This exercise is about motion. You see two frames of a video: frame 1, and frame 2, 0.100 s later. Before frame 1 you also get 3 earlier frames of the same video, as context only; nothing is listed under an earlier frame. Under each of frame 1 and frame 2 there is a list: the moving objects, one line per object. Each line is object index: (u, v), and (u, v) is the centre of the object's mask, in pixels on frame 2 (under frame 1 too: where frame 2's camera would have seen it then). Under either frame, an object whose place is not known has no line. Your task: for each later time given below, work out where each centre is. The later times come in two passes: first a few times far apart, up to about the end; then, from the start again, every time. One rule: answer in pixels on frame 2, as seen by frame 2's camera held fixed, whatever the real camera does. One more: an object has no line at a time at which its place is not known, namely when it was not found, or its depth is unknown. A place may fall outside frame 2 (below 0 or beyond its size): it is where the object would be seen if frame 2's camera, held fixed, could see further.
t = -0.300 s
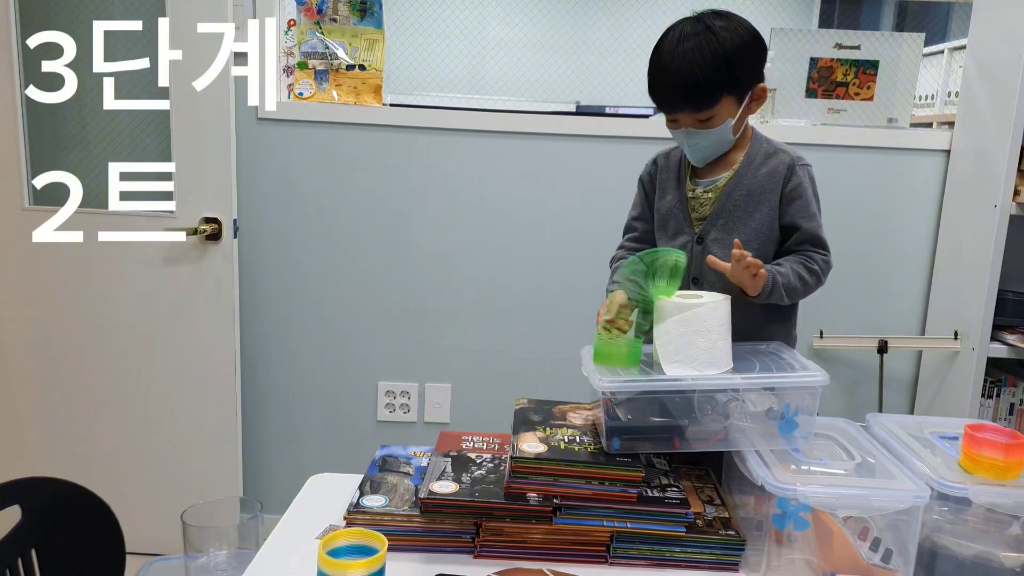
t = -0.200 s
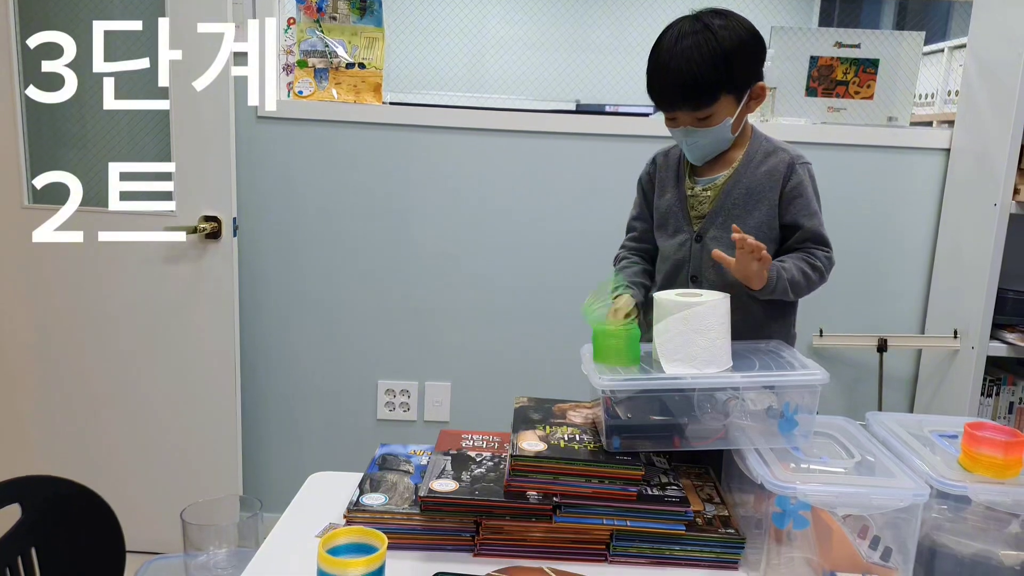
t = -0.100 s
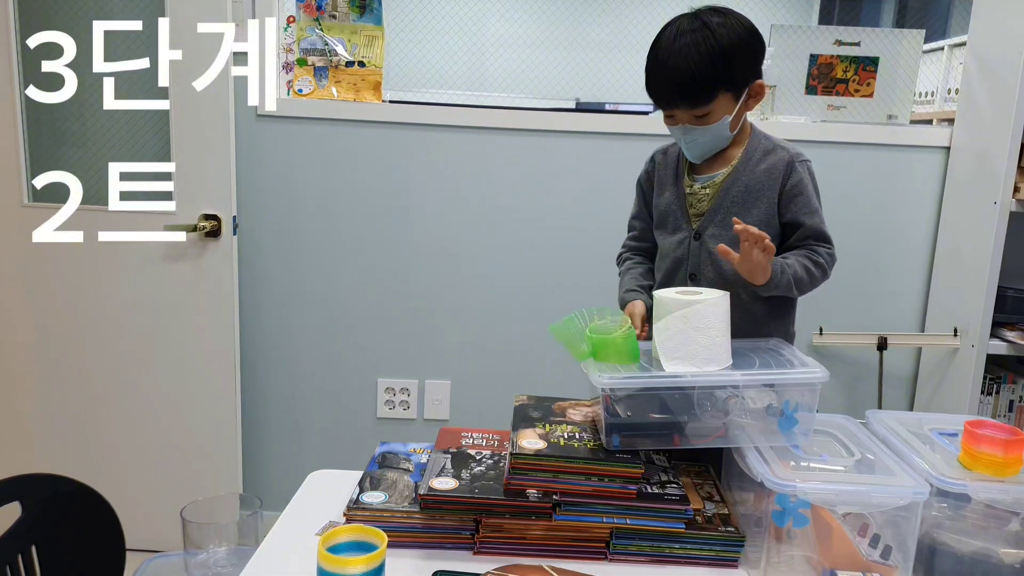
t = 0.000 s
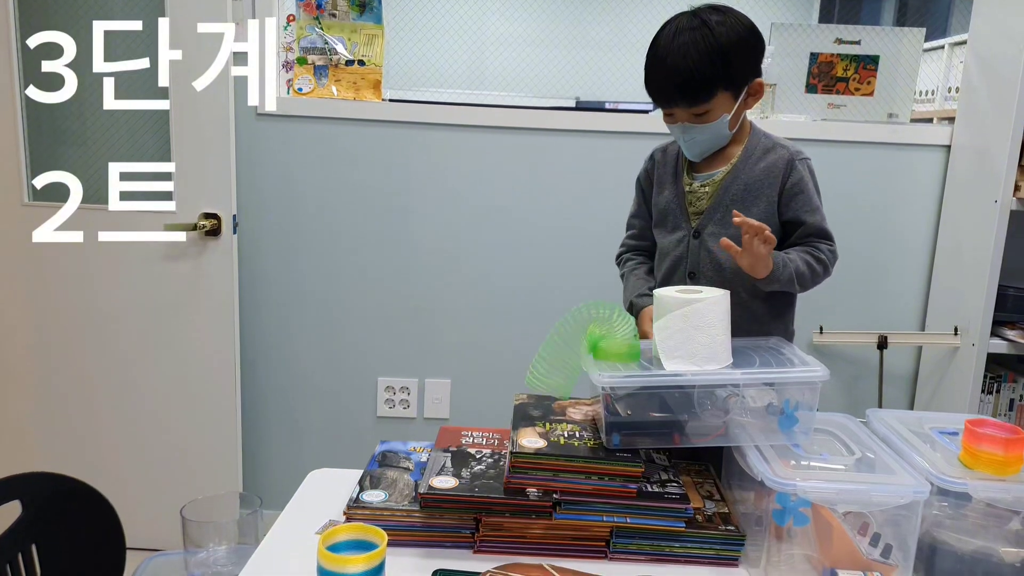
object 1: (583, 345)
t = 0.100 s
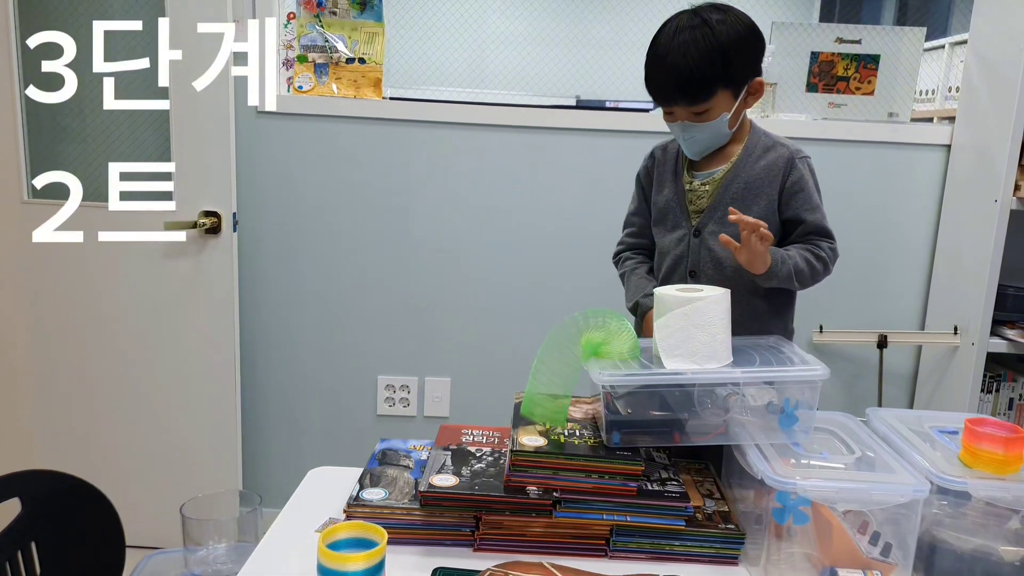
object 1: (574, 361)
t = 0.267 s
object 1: (549, 377)
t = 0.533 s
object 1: (502, 423)
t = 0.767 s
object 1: (458, 441)
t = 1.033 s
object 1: (410, 464)
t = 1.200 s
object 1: (355, 481)
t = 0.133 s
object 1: (569, 367)
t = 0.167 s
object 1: (567, 368)
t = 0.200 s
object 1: (565, 369)
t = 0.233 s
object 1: (556, 374)
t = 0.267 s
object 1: (549, 377)
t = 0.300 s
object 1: (531, 395)
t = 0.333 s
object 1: (524, 408)
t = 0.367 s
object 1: (518, 411)
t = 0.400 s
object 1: (509, 415)
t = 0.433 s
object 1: (503, 420)
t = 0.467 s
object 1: (503, 420)
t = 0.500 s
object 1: (503, 421)
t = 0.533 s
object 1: (502, 423)
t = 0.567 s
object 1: (502, 425)
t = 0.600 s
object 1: (498, 426)
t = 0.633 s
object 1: (489, 429)
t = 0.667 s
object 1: (479, 429)
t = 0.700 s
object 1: (463, 436)
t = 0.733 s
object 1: (458, 442)
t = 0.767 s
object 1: (458, 441)
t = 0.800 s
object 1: (443, 449)
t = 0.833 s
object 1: (440, 451)
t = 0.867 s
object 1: (436, 452)
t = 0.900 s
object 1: (432, 454)
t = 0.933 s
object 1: (428, 457)
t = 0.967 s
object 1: (425, 461)
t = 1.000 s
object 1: (418, 462)
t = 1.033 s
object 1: (410, 464)
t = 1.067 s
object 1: (399, 465)
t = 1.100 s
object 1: (380, 469)
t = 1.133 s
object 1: (373, 474)
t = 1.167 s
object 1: (362, 476)
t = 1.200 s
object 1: (355, 481)
